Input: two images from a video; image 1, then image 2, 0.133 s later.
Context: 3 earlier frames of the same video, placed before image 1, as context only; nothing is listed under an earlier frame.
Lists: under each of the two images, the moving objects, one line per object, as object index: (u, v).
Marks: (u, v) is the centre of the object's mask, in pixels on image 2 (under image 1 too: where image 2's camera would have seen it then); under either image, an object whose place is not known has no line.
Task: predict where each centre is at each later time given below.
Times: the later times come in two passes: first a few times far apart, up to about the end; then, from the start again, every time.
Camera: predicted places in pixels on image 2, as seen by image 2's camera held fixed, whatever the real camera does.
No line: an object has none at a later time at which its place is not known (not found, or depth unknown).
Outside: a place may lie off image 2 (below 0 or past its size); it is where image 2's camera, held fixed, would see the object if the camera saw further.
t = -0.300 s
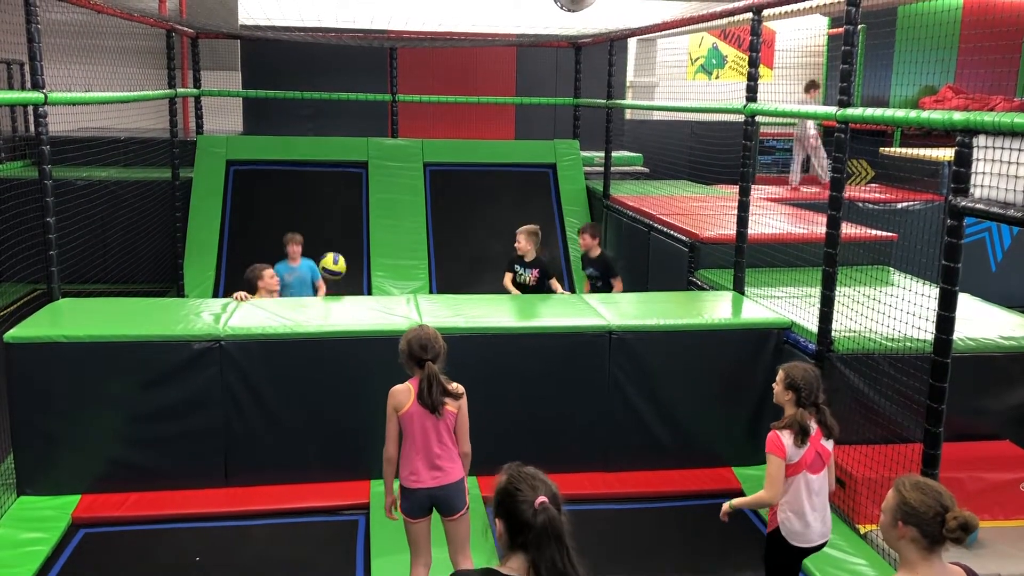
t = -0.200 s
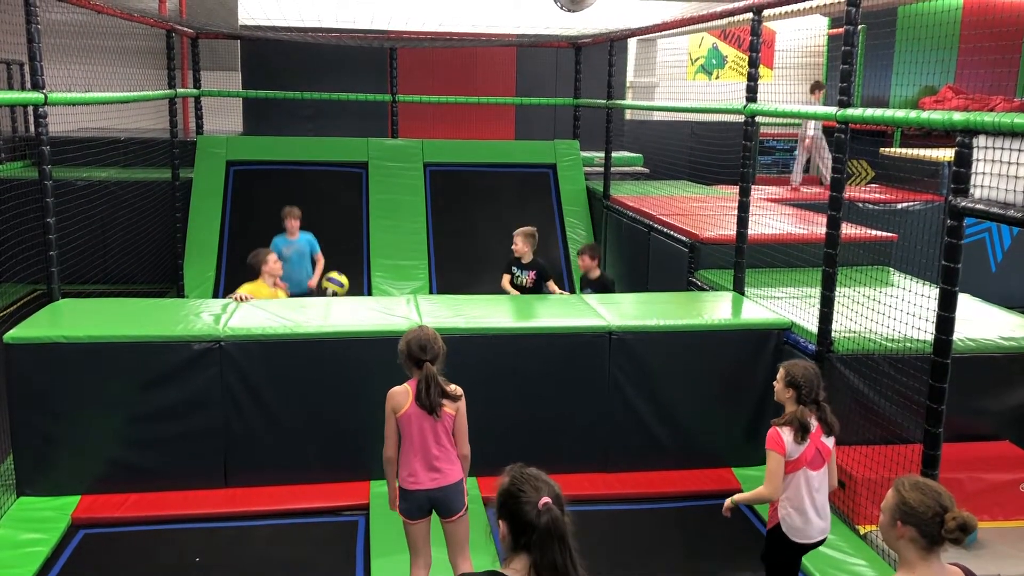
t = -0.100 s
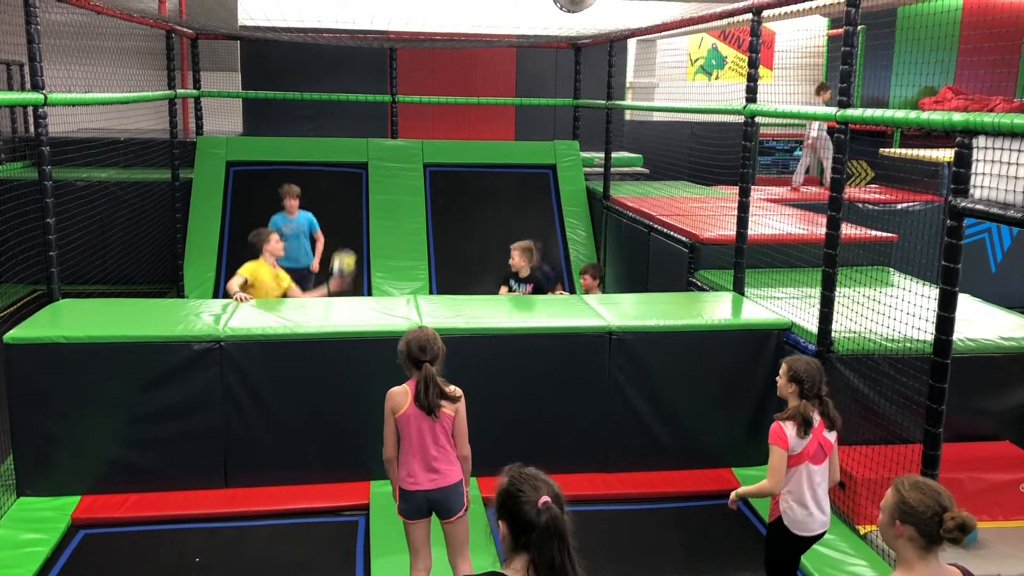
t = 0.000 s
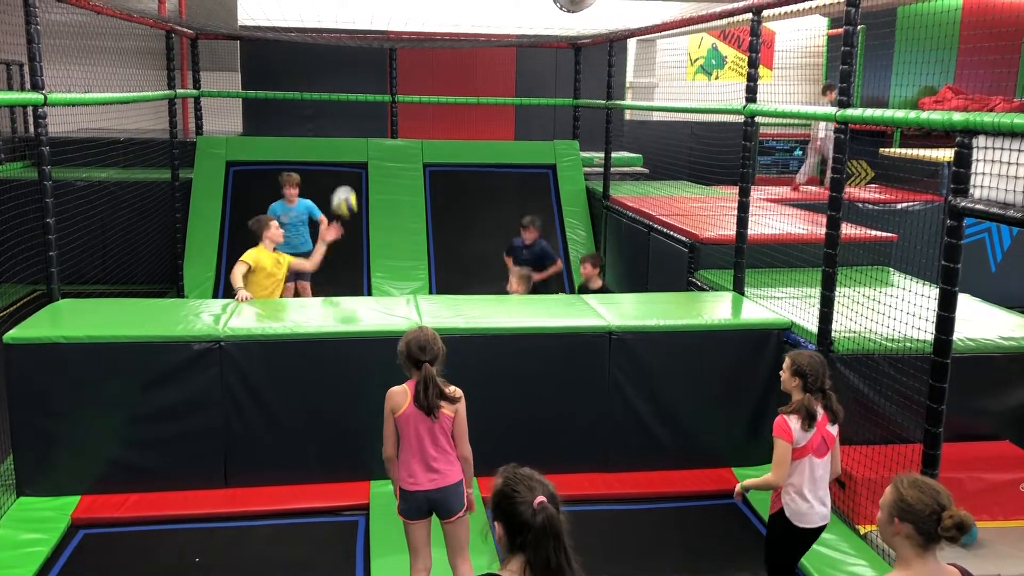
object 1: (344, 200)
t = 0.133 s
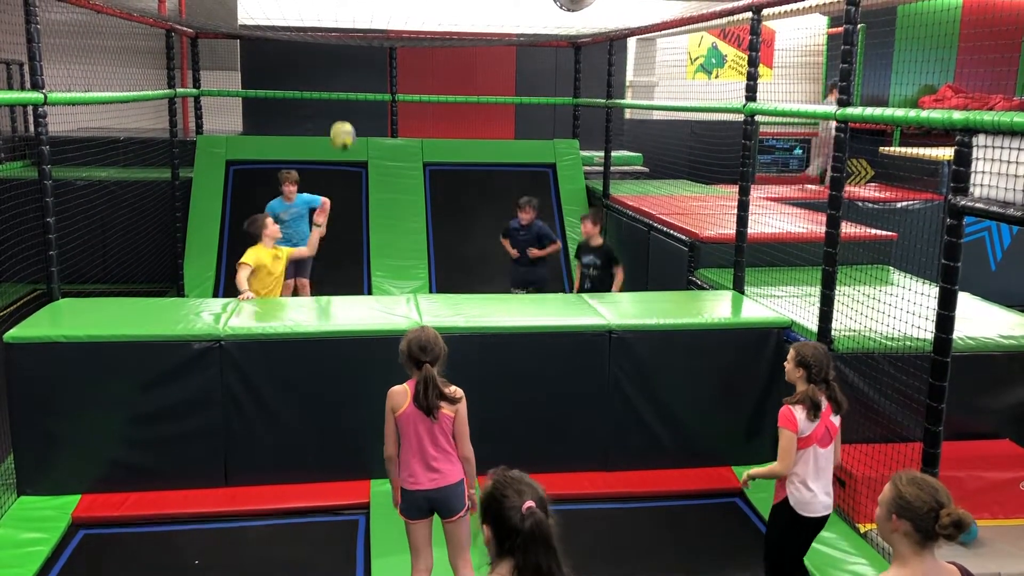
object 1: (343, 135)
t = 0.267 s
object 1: (341, 92)
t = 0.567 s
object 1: (342, 77)
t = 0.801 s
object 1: (343, 133)
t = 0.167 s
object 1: (342, 123)
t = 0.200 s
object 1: (342, 112)
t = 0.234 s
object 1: (342, 101)
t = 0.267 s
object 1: (341, 92)
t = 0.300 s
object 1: (341, 85)
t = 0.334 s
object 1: (341, 79)
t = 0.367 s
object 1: (340, 74)
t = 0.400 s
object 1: (341, 72)
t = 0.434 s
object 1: (340, 70)
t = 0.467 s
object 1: (341, 70)
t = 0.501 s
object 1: (341, 71)
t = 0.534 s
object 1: (341, 73)
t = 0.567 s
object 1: (342, 77)
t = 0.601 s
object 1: (342, 81)
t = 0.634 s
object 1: (342, 88)
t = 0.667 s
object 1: (342, 95)
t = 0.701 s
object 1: (342, 103)
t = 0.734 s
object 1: (343, 112)
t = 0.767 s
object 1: (343, 123)
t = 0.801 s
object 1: (343, 133)
